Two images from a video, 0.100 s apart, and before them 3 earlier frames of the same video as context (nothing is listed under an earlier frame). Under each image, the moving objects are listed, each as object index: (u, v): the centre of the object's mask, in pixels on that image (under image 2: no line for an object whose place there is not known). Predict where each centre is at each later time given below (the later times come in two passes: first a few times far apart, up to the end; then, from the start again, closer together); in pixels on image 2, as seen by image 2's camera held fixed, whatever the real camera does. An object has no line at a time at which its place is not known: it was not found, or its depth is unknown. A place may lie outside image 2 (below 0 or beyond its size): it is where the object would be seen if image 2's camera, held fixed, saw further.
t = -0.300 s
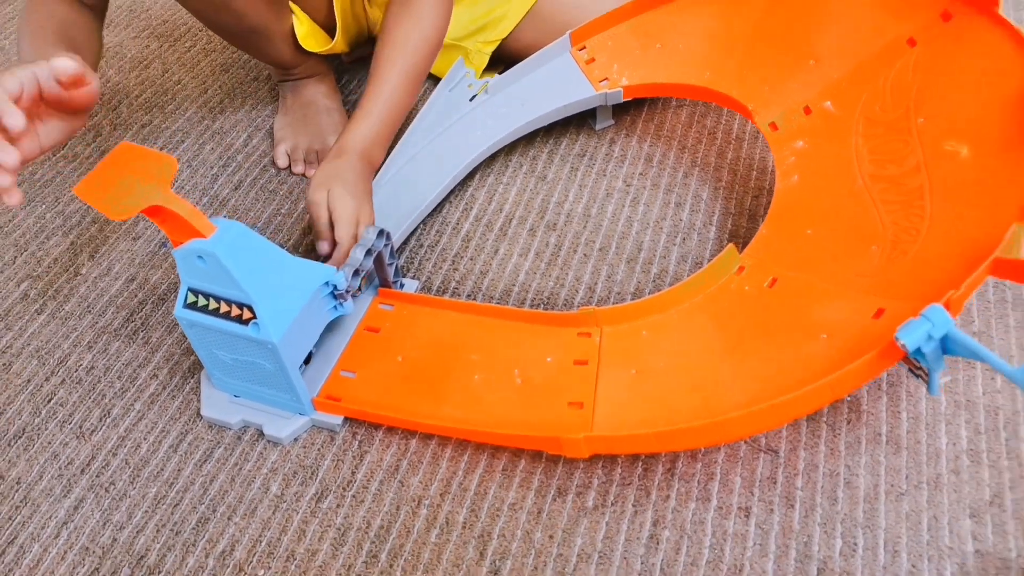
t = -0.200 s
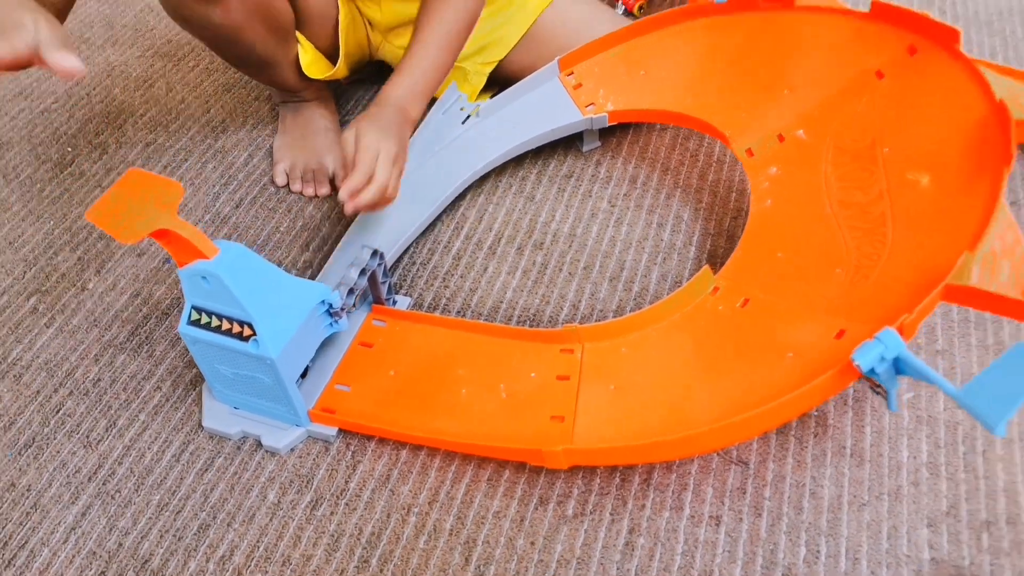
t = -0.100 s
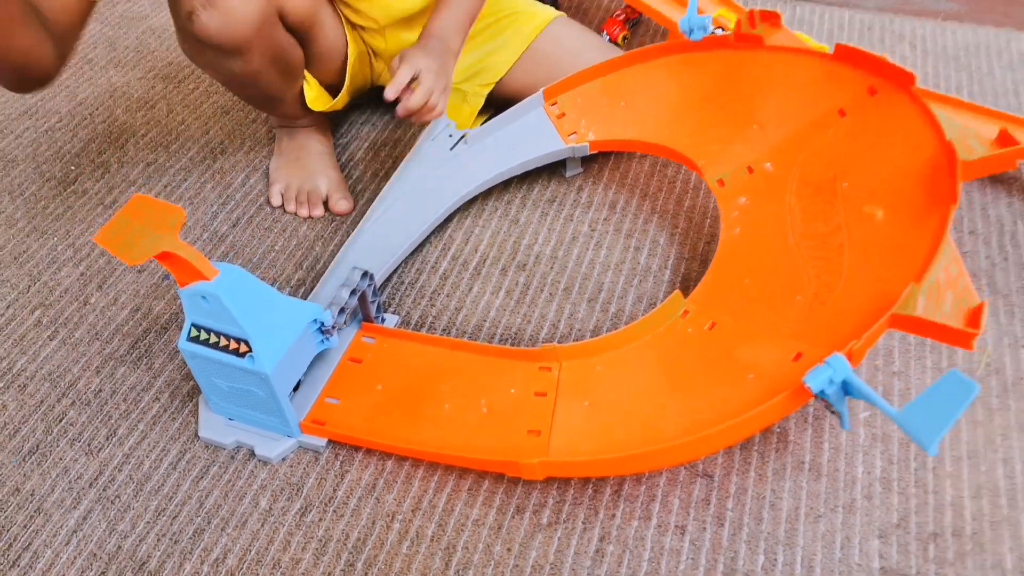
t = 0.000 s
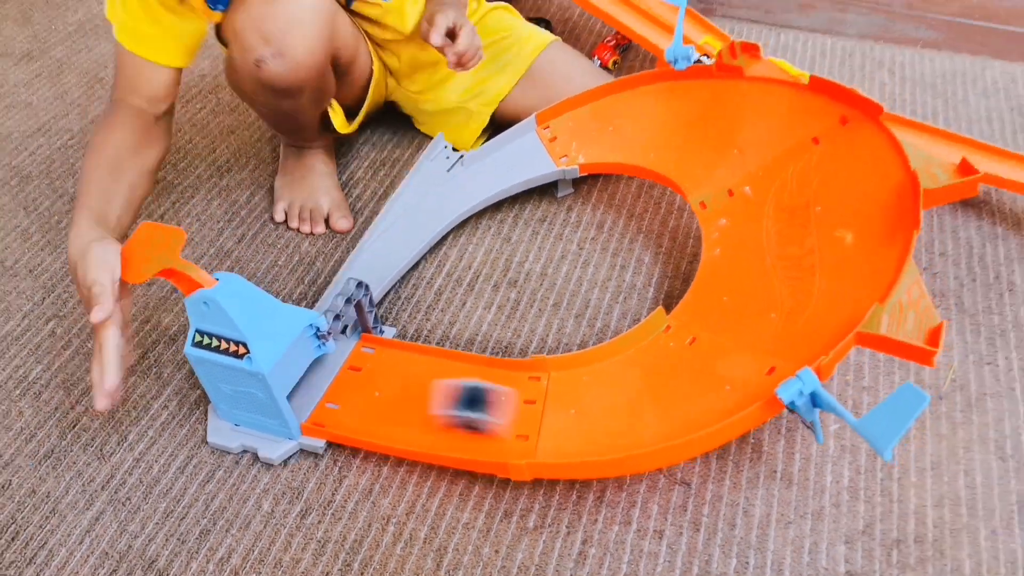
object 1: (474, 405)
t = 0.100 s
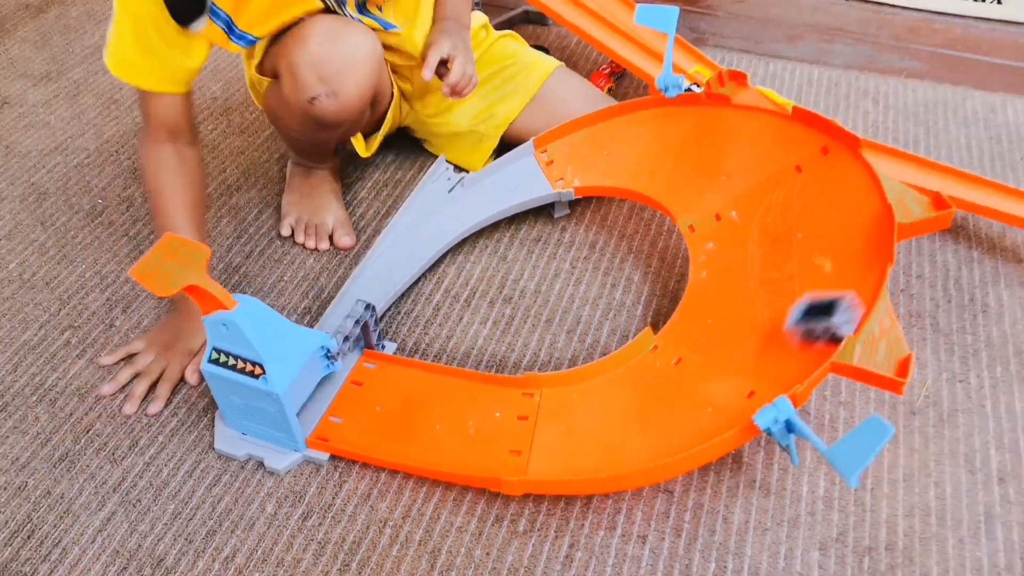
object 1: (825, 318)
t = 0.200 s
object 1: (842, 157)
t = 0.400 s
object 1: (627, 137)
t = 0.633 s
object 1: (410, 243)
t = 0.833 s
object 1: (357, 293)
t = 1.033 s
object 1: (358, 294)
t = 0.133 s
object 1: (863, 254)
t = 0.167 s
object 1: (857, 197)
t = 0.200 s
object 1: (842, 157)
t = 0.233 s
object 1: (822, 134)
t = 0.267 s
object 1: (785, 123)
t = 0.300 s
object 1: (748, 117)
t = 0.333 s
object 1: (707, 118)
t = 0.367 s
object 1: (667, 126)
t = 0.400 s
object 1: (627, 137)
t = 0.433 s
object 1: (587, 149)
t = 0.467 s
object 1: (550, 159)
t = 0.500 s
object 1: (512, 172)
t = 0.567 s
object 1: (457, 210)
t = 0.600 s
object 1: (432, 227)
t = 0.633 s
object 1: (410, 243)
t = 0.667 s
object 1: (391, 259)
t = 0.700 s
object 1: (378, 275)
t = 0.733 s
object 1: (367, 286)
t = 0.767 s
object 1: (359, 293)
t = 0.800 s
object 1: (357, 293)
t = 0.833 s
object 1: (357, 293)
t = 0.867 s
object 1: (358, 293)
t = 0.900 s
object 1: (358, 293)
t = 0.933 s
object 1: (357, 293)
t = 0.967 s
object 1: (357, 293)
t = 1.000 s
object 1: (358, 294)
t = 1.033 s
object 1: (358, 294)
